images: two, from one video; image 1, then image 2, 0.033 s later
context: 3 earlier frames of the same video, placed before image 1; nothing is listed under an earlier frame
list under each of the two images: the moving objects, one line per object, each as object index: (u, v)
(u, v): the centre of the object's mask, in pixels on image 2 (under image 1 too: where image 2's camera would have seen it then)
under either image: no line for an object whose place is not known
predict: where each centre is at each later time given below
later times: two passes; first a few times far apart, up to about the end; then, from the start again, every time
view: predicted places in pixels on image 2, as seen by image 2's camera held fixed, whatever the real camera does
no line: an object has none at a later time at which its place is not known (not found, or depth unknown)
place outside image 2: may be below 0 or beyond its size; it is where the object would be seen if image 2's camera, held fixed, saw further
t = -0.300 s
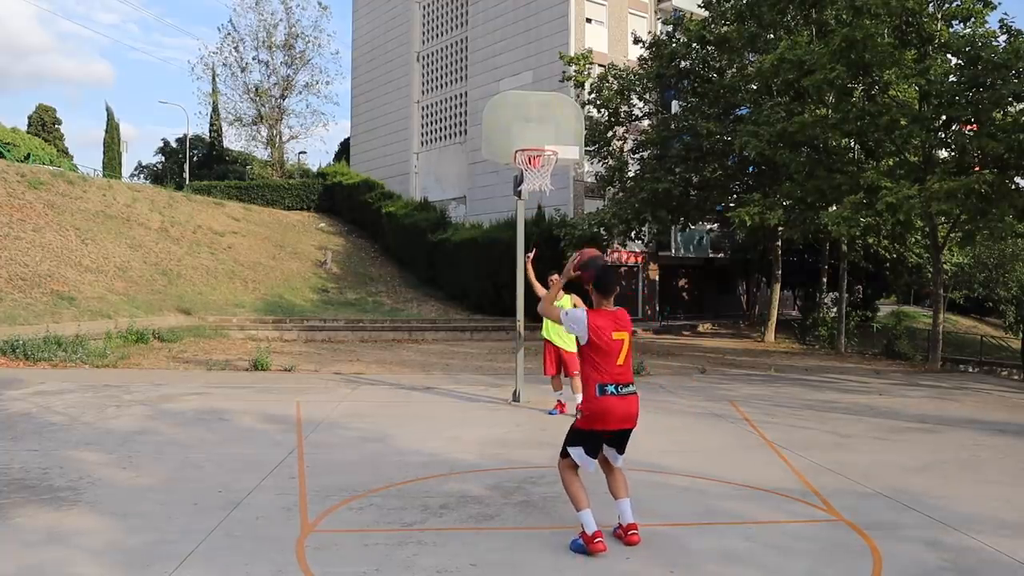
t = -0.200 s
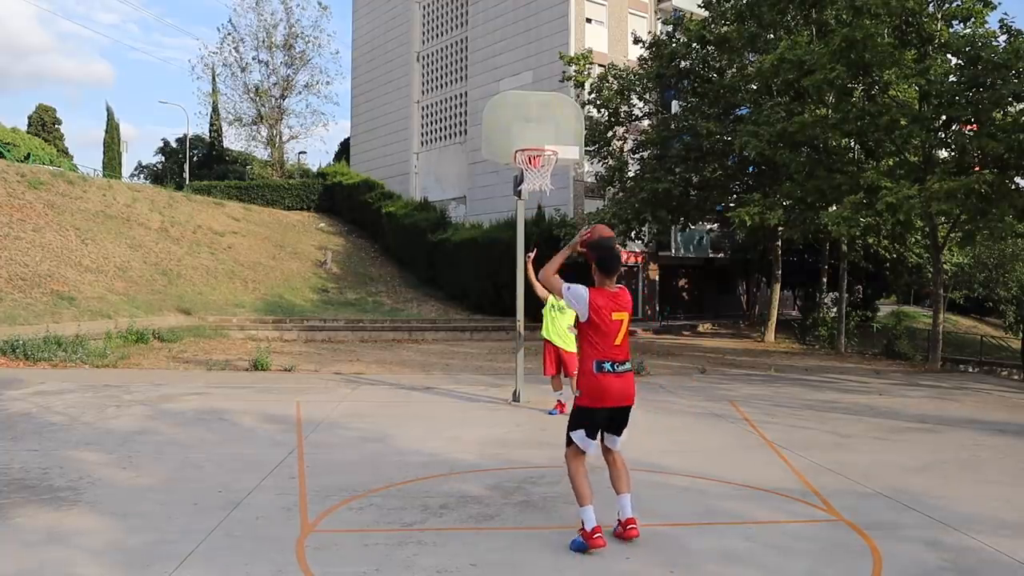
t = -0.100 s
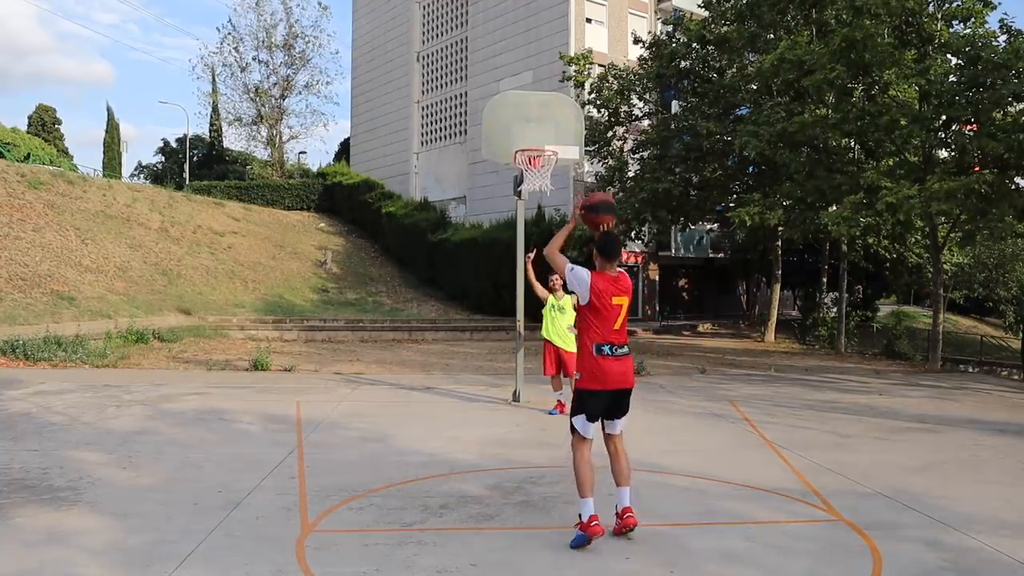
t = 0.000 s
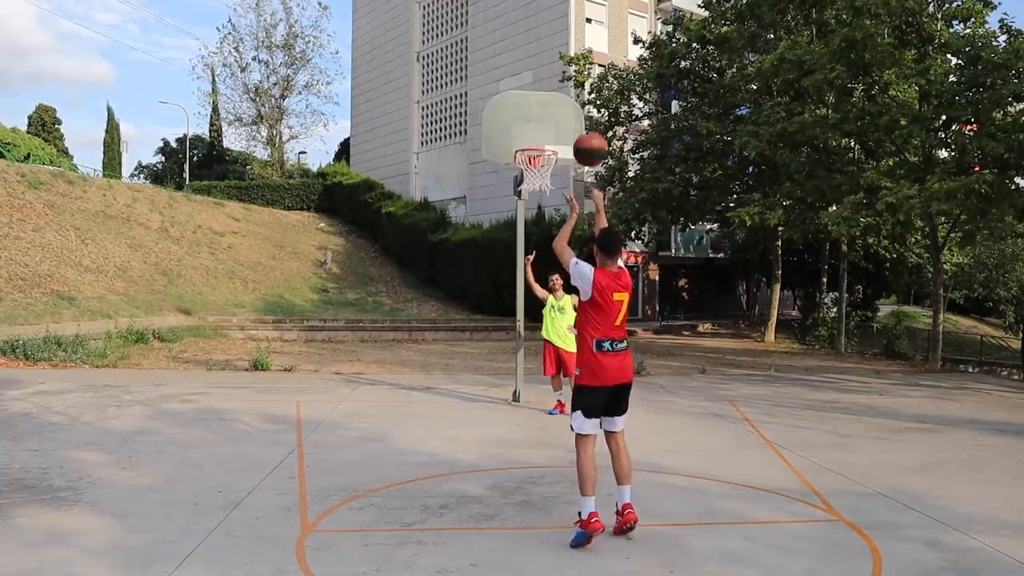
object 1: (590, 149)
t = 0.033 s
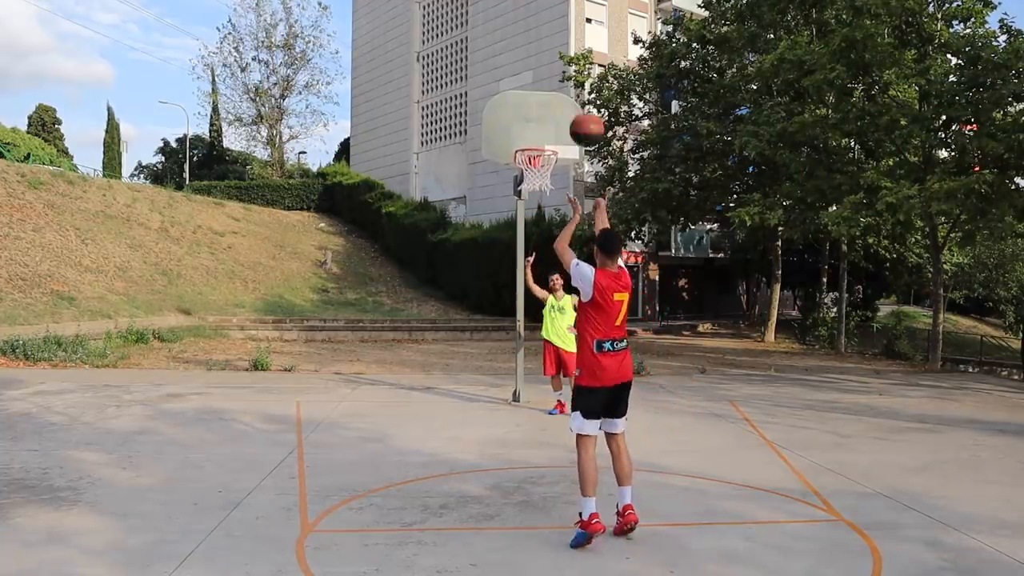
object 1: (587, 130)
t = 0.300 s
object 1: (561, 44)
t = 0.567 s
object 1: (543, 53)
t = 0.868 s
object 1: (527, 133)
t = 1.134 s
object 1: (540, 185)
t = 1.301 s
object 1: (539, 218)
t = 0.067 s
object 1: (583, 112)
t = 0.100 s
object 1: (579, 96)
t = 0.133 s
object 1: (575, 83)
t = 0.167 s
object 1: (572, 73)
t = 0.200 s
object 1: (569, 63)
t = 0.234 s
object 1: (567, 55)
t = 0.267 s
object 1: (564, 49)
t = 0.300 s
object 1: (561, 44)
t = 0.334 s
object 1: (558, 41)
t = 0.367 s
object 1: (556, 40)
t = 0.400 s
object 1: (554, 39)
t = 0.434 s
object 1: (551, 40)
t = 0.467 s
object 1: (549, 42)
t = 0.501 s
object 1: (546, 45)
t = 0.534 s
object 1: (545, 48)
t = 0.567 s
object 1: (543, 53)
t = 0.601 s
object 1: (541, 59)
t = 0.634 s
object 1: (539, 65)
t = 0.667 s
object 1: (537, 73)
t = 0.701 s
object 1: (535, 81)
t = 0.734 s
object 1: (533, 91)
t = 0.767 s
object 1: (532, 100)
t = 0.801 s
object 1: (531, 111)
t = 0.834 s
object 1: (529, 122)
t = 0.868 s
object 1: (527, 133)
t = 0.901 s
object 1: (526, 145)
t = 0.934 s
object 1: (529, 153)
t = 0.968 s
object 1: (534, 158)
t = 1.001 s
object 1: (537, 161)
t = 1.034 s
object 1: (536, 164)
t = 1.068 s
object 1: (539, 172)
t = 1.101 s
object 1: (541, 181)
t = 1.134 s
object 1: (540, 185)
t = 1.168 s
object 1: (540, 189)
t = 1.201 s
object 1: (540, 193)
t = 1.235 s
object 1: (539, 200)
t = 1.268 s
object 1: (539, 208)
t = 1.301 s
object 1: (539, 218)
